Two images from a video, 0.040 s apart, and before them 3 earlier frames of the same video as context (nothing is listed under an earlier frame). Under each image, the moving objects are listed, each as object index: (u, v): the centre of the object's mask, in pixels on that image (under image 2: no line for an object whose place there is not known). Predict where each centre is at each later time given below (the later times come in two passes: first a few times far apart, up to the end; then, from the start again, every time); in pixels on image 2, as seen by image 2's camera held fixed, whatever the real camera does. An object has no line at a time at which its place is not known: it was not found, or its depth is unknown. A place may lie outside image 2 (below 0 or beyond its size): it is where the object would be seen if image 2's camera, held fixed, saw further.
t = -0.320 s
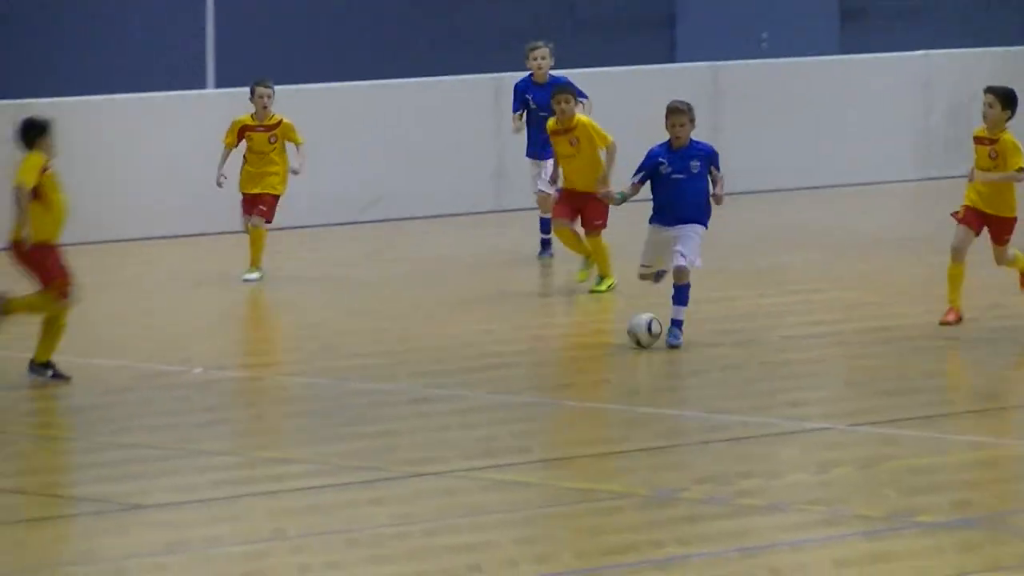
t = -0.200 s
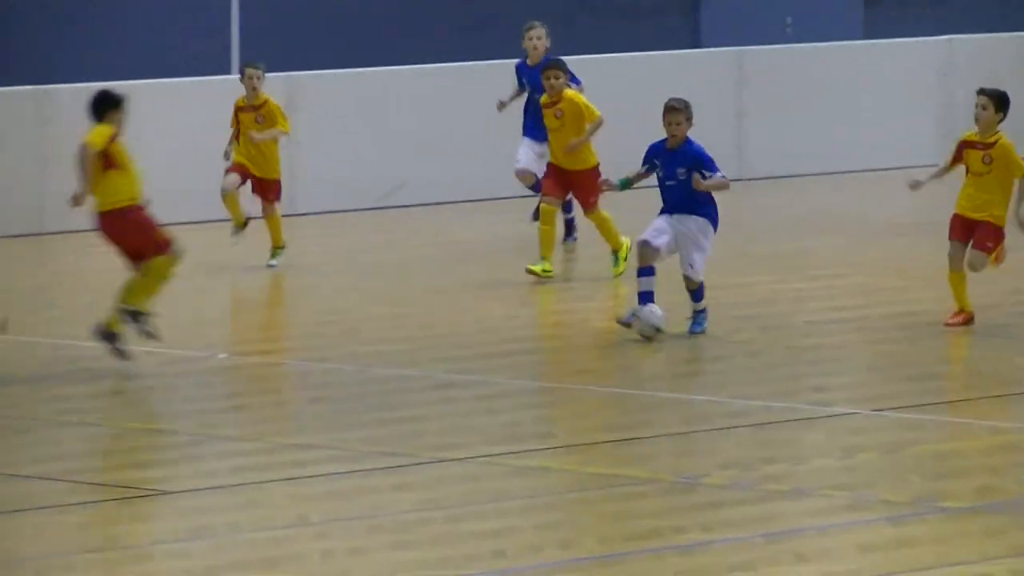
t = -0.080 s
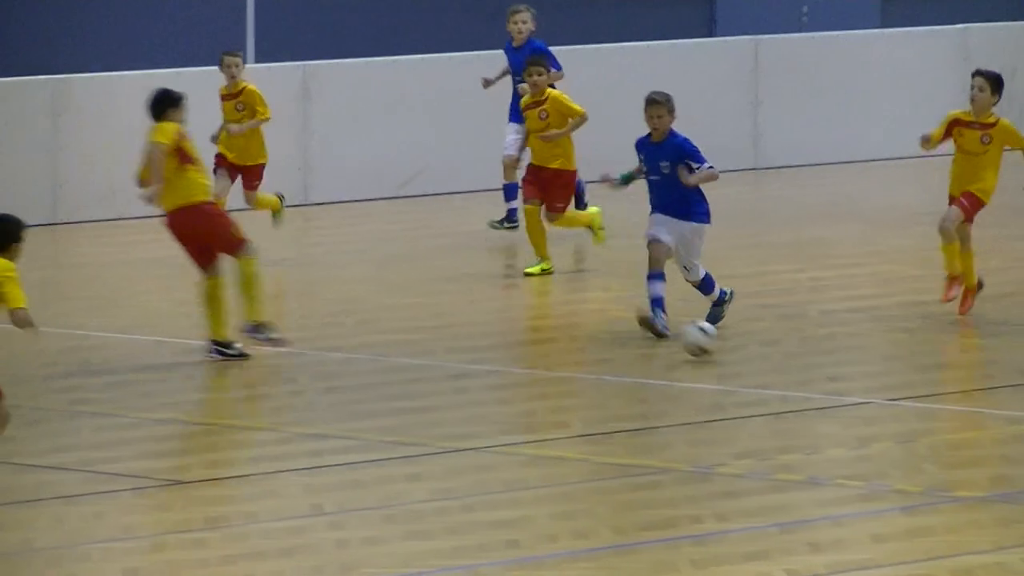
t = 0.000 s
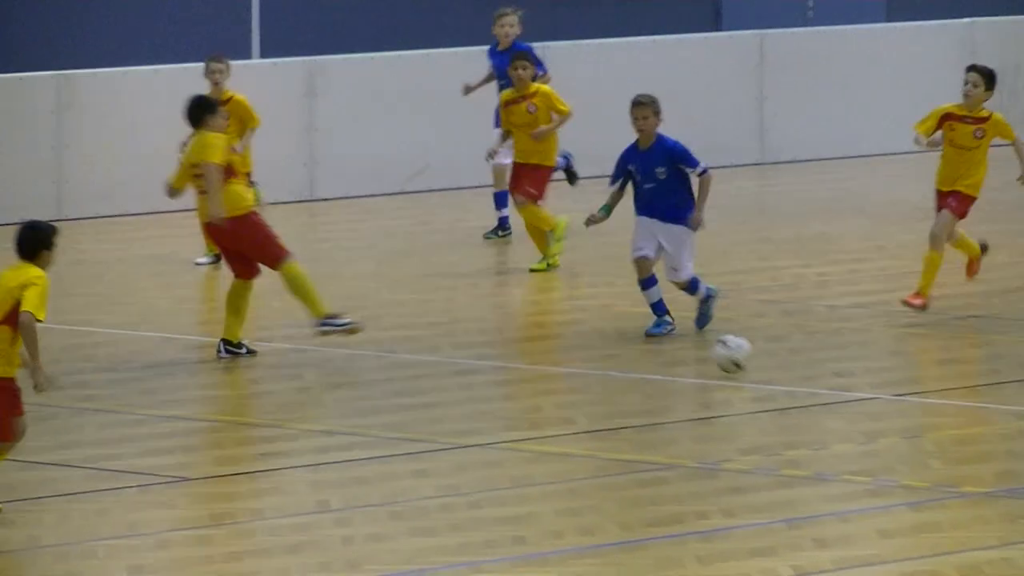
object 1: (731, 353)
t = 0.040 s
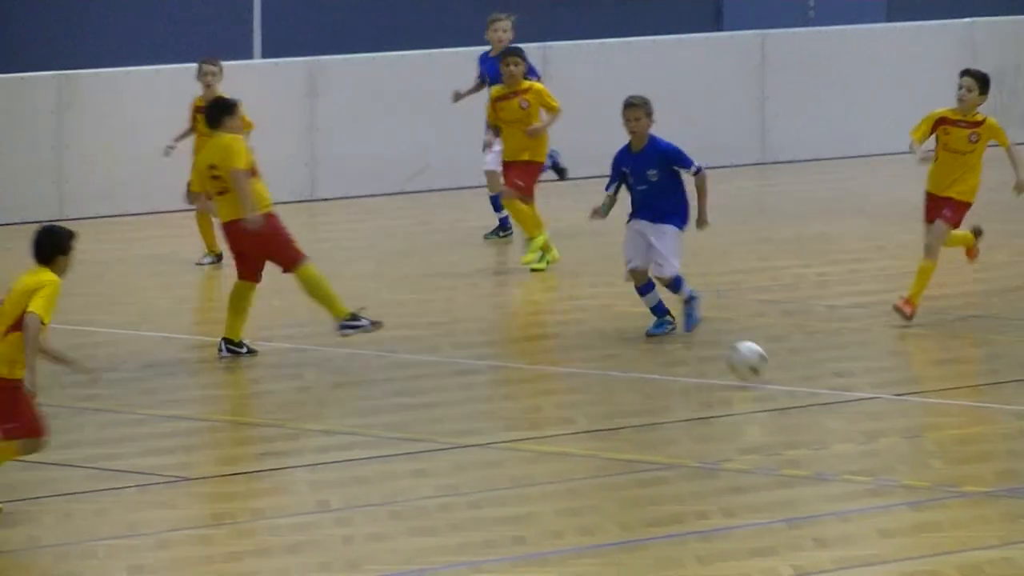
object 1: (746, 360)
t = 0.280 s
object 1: (834, 426)
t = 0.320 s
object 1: (853, 438)
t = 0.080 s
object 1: (759, 371)
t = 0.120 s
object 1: (774, 387)
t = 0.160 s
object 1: (787, 395)
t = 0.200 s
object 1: (804, 400)
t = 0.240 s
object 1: (820, 410)
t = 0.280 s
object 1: (834, 426)
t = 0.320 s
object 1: (853, 438)
